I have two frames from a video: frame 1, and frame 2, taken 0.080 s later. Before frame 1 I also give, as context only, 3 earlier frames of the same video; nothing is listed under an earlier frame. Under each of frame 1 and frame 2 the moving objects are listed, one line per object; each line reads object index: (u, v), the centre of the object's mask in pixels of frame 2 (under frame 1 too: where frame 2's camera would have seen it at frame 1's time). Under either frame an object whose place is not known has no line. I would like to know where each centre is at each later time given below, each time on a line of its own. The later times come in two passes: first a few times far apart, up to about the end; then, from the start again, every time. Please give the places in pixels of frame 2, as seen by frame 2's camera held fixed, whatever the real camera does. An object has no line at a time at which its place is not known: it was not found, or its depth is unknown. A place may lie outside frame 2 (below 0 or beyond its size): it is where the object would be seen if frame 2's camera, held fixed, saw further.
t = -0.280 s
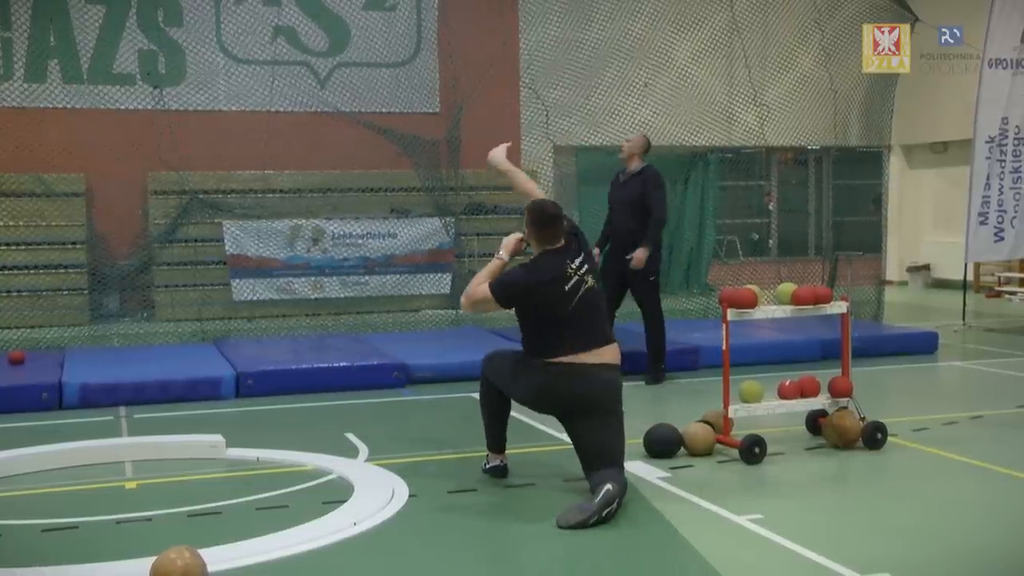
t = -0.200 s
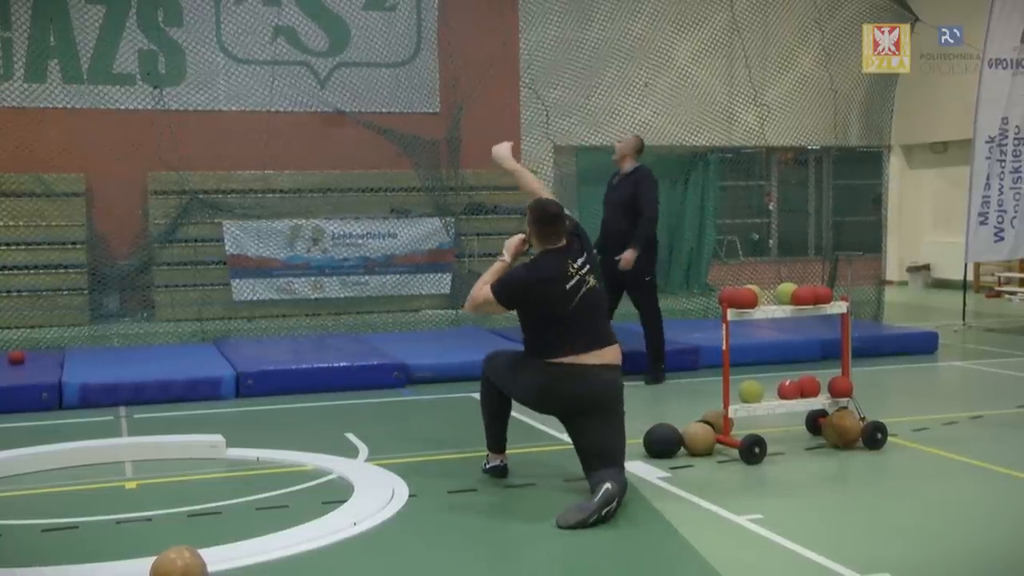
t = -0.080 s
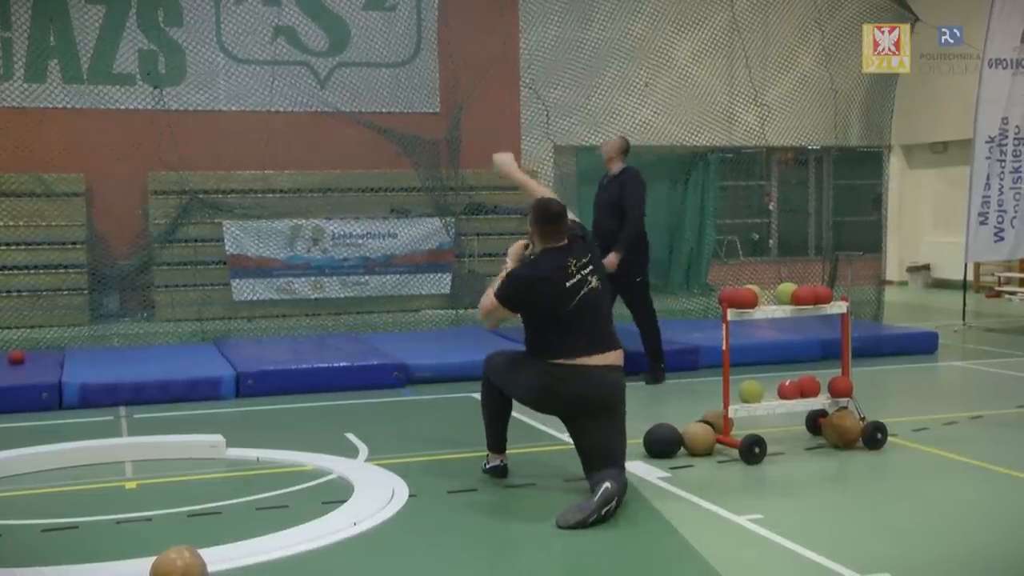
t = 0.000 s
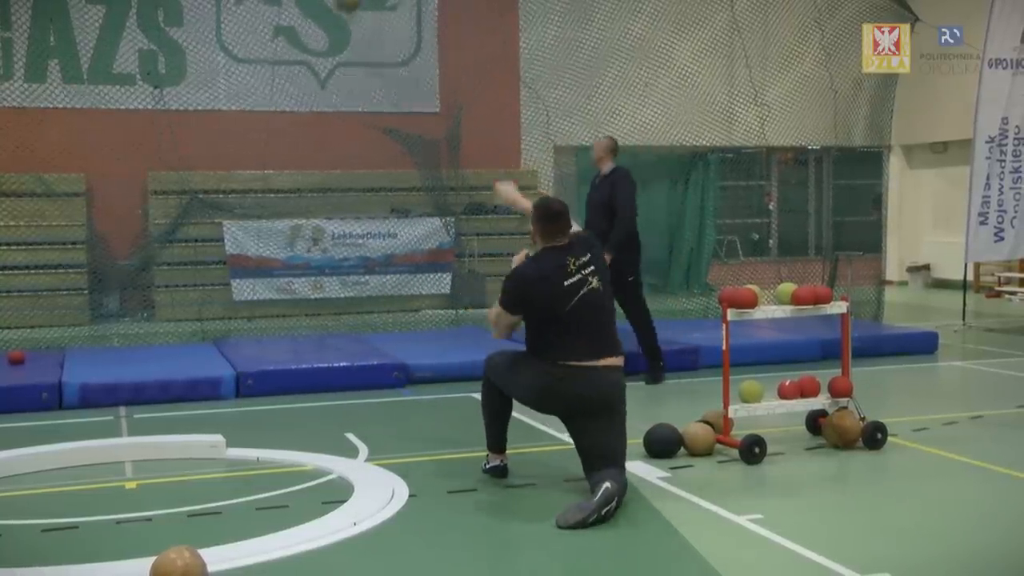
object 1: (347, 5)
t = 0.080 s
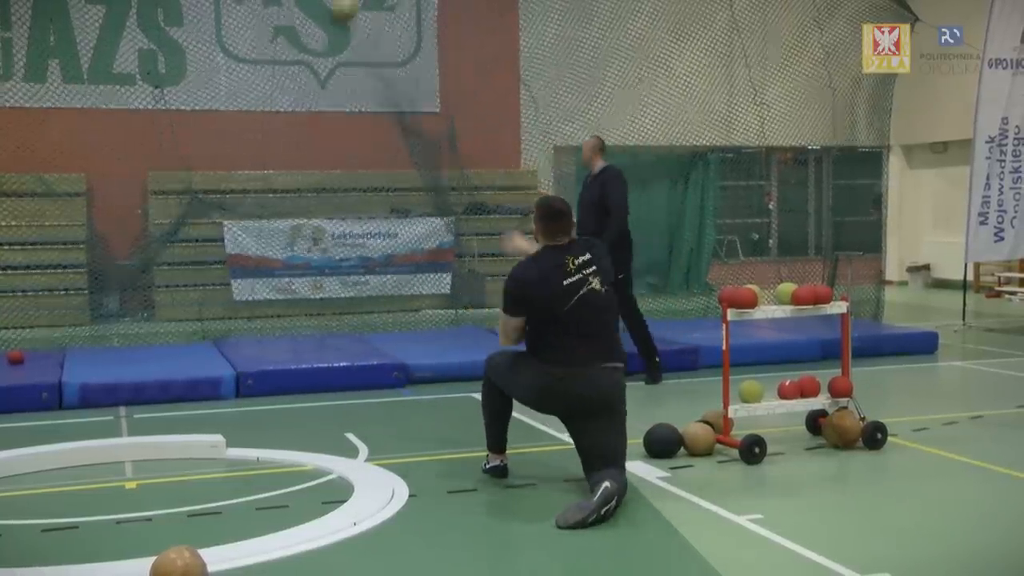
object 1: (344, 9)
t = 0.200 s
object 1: (339, 31)
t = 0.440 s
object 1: (337, 96)
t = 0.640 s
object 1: (343, 170)
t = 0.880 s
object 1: (352, 309)
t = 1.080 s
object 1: (374, 310)
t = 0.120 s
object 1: (343, 17)
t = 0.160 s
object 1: (341, 24)
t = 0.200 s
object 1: (339, 31)
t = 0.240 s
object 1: (338, 40)
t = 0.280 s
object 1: (338, 48)
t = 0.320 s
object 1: (338, 58)
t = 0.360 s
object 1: (337, 69)
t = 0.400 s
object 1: (338, 82)
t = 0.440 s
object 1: (337, 96)
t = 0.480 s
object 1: (338, 108)
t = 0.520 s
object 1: (339, 124)
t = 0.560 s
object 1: (340, 139)
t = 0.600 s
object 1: (341, 154)
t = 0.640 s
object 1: (343, 170)
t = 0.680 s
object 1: (345, 187)
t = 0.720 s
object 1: (345, 206)
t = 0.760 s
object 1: (347, 229)
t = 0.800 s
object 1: (348, 253)
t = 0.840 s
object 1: (349, 278)
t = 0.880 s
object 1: (352, 309)
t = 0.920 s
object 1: (355, 332)
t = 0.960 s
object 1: (358, 331)
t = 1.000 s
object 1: (362, 323)
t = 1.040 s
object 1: (368, 316)
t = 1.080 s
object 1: (374, 310)
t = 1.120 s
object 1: (379, 305)
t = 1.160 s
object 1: (384, 304)
